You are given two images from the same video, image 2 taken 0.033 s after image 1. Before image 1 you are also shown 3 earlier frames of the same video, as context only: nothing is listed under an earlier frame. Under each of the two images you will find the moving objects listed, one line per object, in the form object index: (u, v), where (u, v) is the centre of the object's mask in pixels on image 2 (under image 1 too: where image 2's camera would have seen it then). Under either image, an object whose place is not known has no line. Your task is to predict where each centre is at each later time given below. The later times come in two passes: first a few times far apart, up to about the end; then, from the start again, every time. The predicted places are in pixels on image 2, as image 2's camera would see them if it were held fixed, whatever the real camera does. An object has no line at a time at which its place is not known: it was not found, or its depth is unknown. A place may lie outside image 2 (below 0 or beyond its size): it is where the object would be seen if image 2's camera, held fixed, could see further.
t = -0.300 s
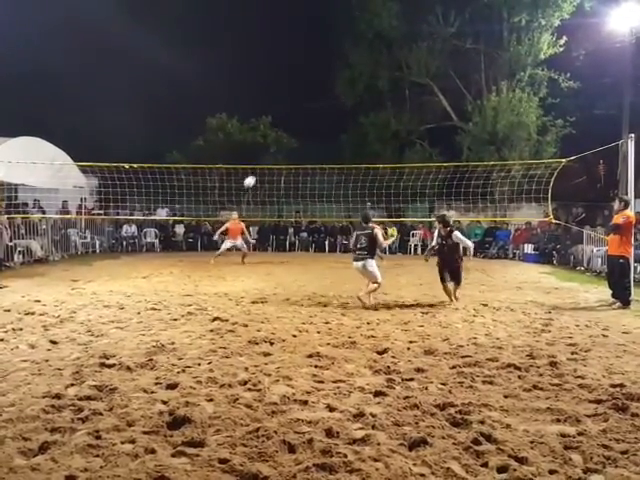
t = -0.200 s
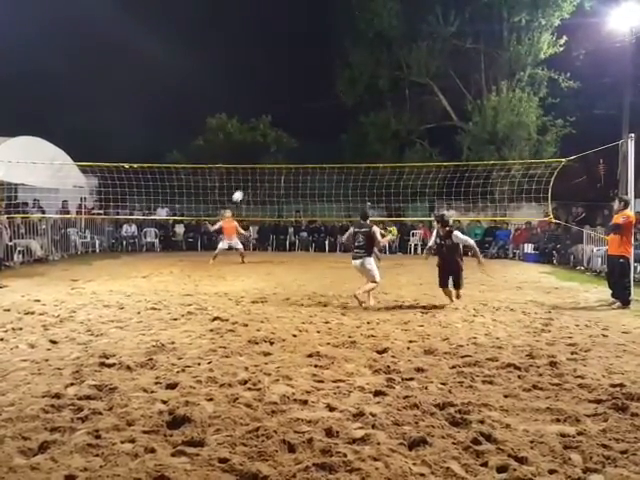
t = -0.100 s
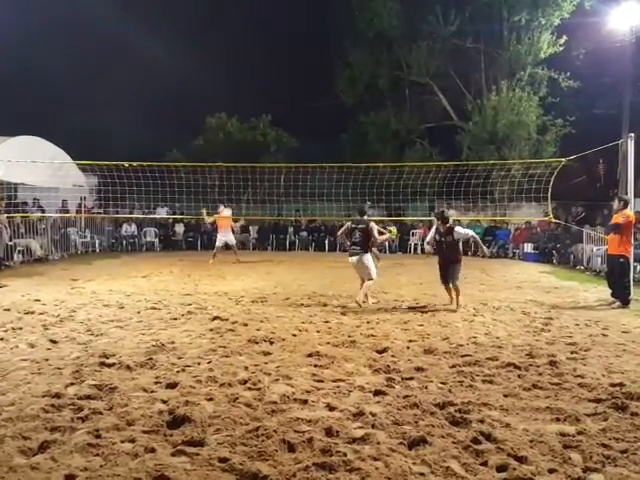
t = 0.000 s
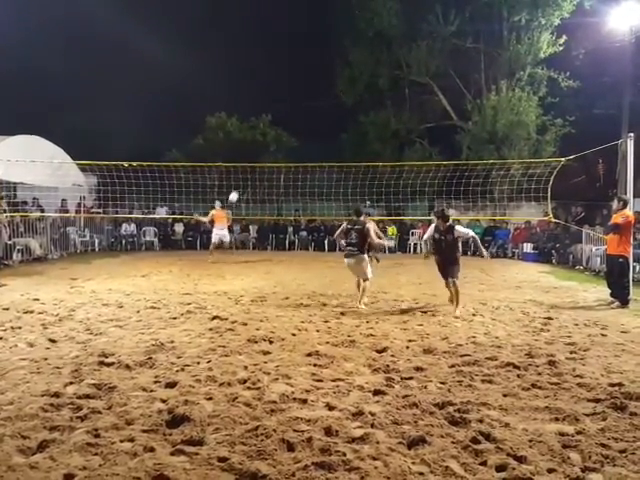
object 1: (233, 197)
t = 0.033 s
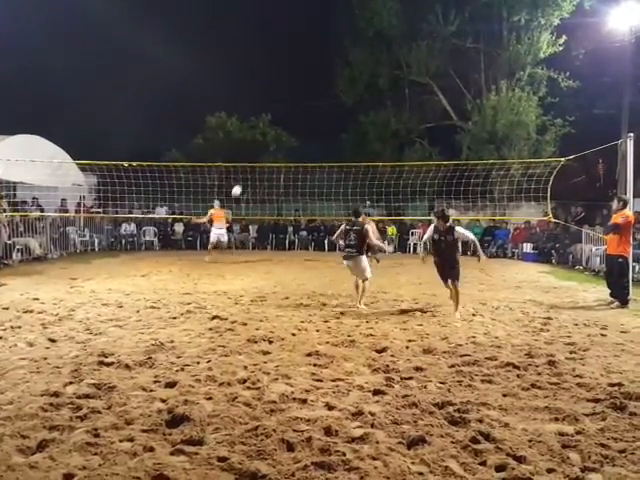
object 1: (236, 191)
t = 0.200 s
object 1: (253, 166)
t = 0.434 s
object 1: (276, 148)
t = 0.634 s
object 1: (298, 149)
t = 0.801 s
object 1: (318, 164)
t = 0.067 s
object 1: (239, 185)
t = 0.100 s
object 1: (243, 179)
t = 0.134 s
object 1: (246, 175)
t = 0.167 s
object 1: (249, 171)
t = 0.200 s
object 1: (253, 166)
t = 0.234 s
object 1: (256, 162)
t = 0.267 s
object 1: (259, 159)
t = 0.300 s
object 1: (262, 156)
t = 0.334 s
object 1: (266, 153)
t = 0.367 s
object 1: (269, 151)
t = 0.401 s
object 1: (273, 149)
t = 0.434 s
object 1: (276, 148)
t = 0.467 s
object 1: (279, 147)
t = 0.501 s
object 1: (283, 147)
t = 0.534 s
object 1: (286, 147)
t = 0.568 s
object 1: (290, 147)
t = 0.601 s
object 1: (294, 148)
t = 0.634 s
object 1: (298, 149)
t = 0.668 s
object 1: (302, 151)
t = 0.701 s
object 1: (305, 153)
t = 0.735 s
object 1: (309, 156)
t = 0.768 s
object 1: (313, 159)
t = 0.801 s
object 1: (318, 164)
